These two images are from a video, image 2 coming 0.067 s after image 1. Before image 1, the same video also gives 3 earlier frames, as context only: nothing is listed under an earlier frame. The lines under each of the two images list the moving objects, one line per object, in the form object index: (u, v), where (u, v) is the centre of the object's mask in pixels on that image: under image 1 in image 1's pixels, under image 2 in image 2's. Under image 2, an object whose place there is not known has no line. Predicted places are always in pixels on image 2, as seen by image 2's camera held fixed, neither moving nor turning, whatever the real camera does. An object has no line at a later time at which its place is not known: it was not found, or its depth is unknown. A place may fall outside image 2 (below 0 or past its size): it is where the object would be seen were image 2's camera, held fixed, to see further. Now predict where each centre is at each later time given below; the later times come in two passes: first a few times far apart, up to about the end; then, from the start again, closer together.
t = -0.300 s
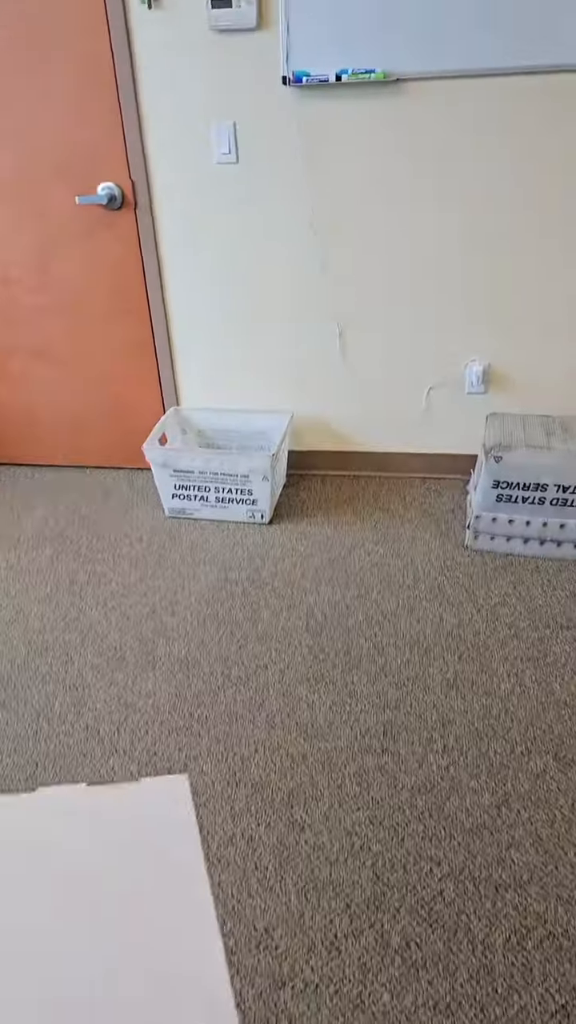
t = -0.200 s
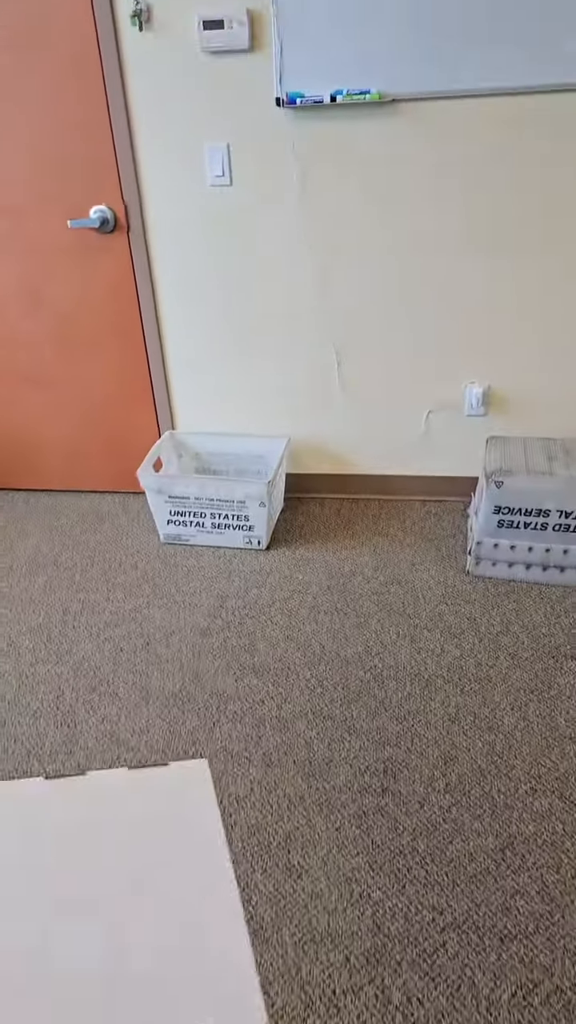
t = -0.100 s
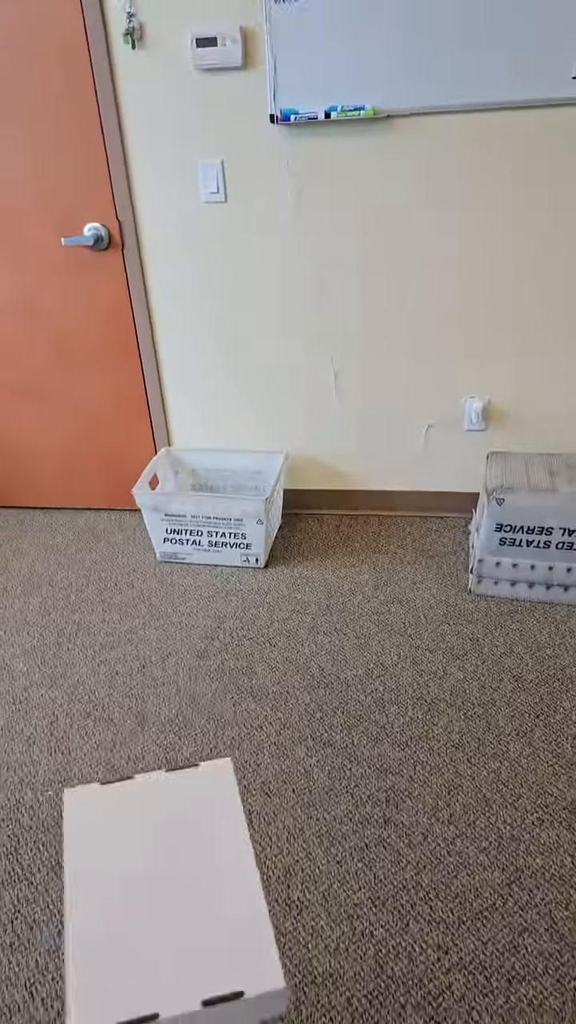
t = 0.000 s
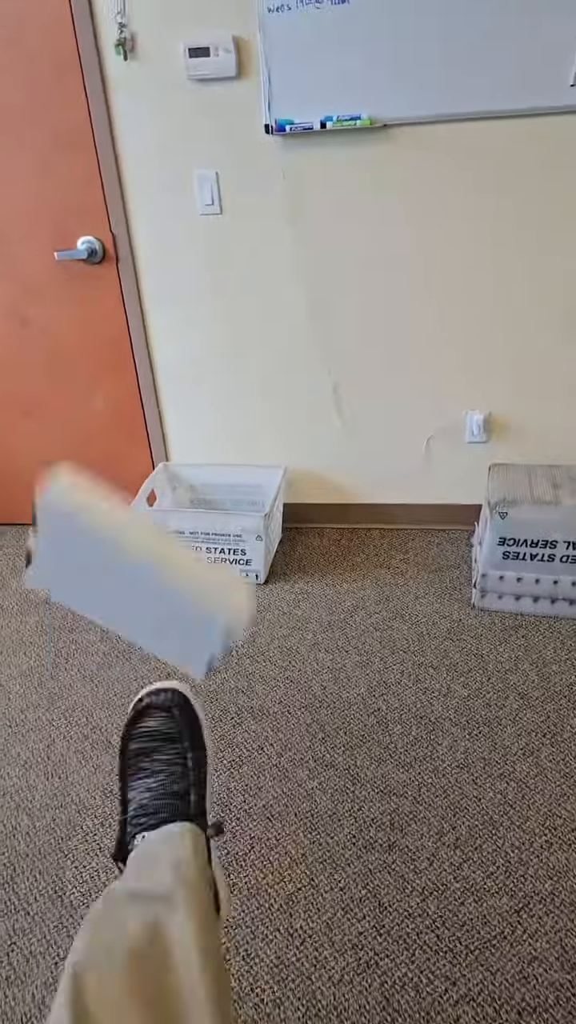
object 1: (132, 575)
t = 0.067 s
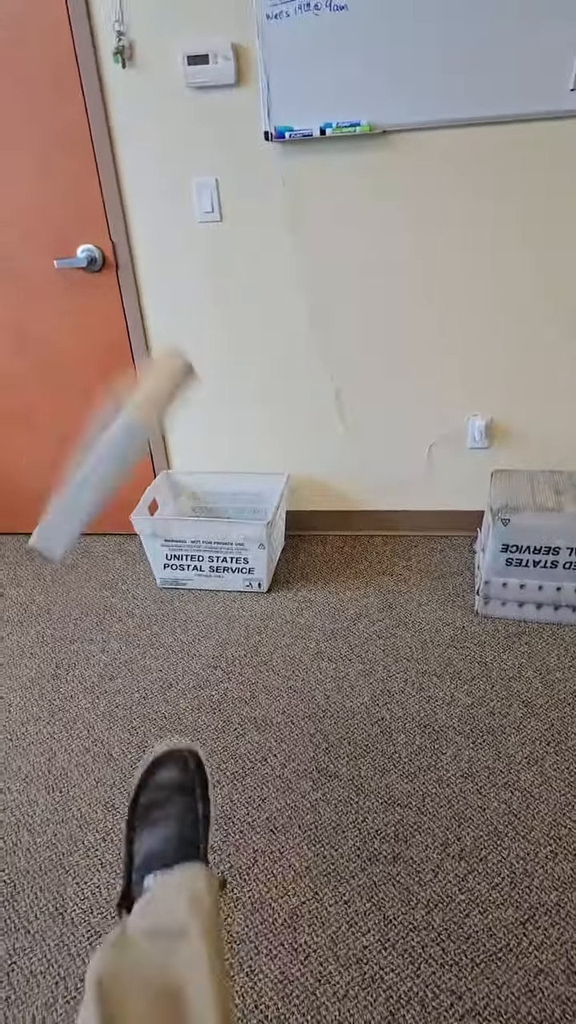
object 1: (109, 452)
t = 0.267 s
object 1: (114, 313)
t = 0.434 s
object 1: (138, 352)
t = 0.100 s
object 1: (99, 397)
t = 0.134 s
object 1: (104, 364)
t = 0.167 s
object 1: (105, 328)
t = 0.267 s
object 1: (114, 313)
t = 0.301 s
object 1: (121, 313)
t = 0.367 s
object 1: (125, 324)
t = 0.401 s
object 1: (132, 339)
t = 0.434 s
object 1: (138, 352)
